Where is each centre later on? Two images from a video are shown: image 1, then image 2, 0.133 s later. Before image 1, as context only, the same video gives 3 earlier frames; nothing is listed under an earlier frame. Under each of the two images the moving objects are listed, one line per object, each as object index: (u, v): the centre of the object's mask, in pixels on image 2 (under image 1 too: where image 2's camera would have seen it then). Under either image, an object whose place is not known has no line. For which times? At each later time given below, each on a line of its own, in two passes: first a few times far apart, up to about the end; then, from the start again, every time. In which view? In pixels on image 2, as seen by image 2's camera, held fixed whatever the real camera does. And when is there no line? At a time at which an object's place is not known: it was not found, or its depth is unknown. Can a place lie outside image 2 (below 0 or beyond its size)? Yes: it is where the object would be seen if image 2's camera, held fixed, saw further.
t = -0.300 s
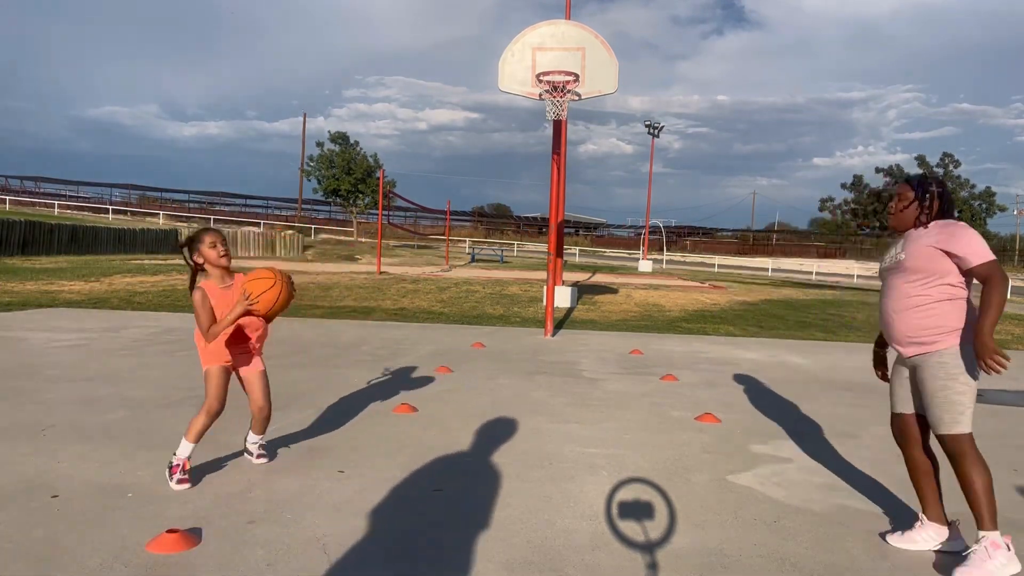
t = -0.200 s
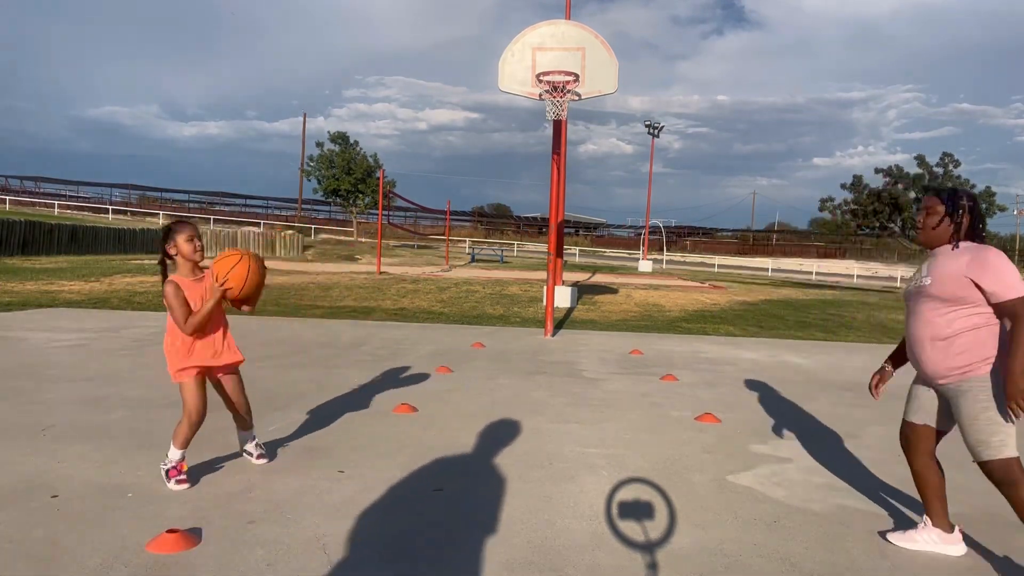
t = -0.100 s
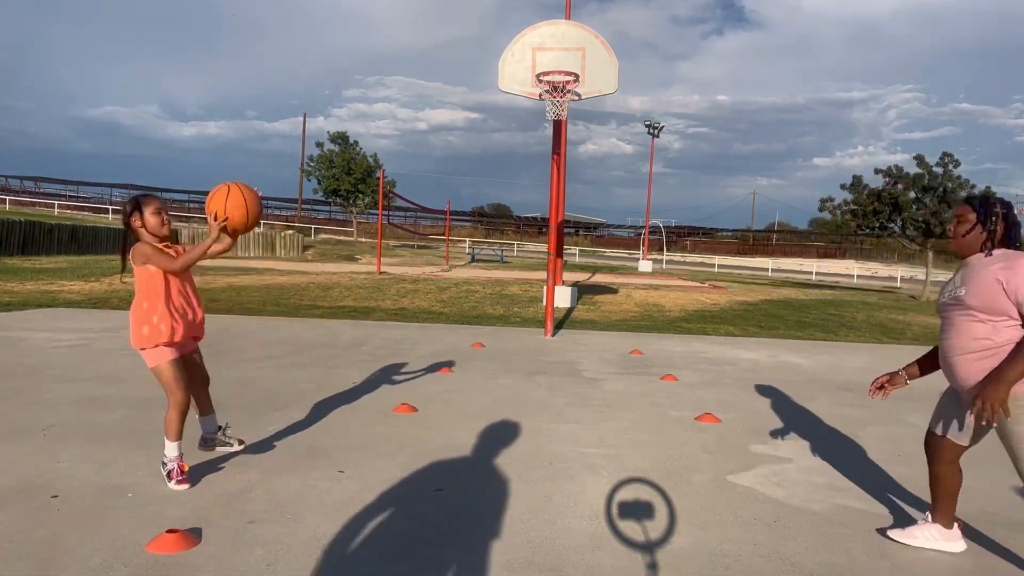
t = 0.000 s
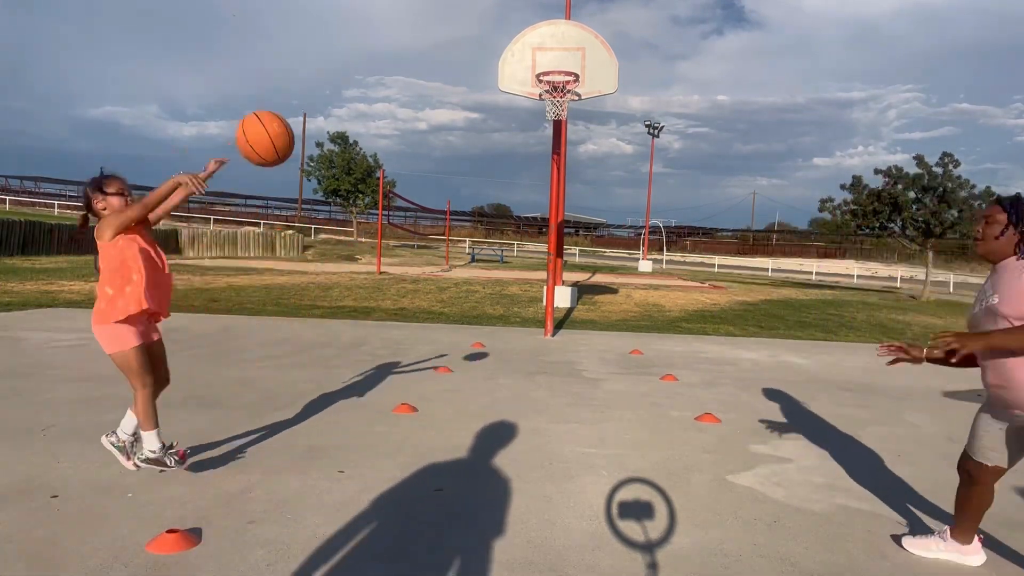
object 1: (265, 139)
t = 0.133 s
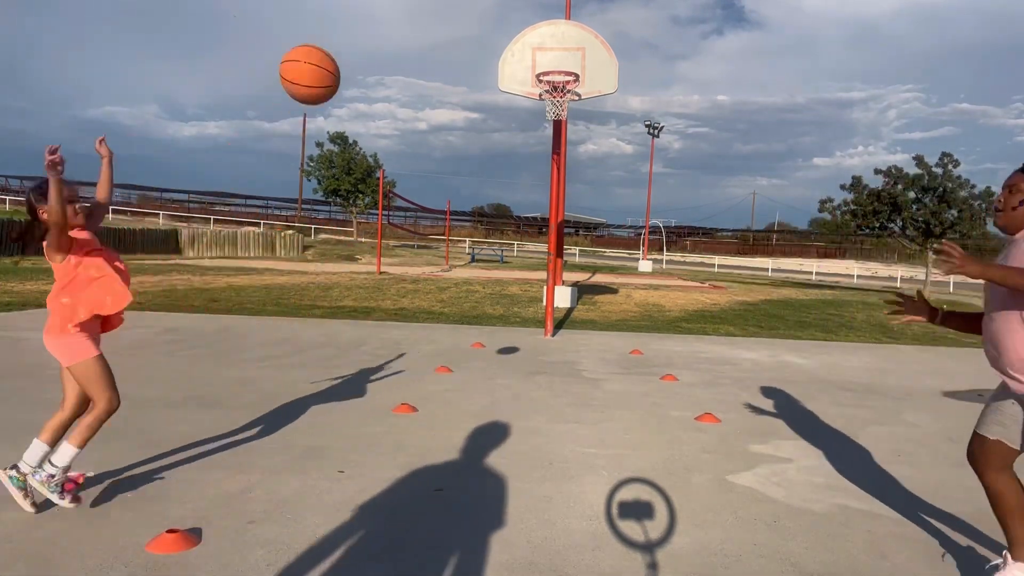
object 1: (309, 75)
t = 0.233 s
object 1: (345, 51)
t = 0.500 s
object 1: (447, 114)
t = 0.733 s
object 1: (544, 353)
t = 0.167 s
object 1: (321, 64)
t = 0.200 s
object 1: (333, 57)
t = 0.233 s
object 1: (345, 51)
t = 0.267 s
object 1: (357, 49)
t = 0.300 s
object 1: (369, 49)
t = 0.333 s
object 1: (382, 52)
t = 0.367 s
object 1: (395, 58)
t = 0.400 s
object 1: (408, 67)
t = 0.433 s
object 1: (421, 79)
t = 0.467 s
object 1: (434, 95)
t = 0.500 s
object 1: (447, 114)
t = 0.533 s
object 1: (461, 136)
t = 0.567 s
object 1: (474, 162)
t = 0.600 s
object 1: (488, 192)
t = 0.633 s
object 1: (502, 226)
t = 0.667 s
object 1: (515, 264)
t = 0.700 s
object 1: (530, 307)
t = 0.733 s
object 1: (544, 353)
